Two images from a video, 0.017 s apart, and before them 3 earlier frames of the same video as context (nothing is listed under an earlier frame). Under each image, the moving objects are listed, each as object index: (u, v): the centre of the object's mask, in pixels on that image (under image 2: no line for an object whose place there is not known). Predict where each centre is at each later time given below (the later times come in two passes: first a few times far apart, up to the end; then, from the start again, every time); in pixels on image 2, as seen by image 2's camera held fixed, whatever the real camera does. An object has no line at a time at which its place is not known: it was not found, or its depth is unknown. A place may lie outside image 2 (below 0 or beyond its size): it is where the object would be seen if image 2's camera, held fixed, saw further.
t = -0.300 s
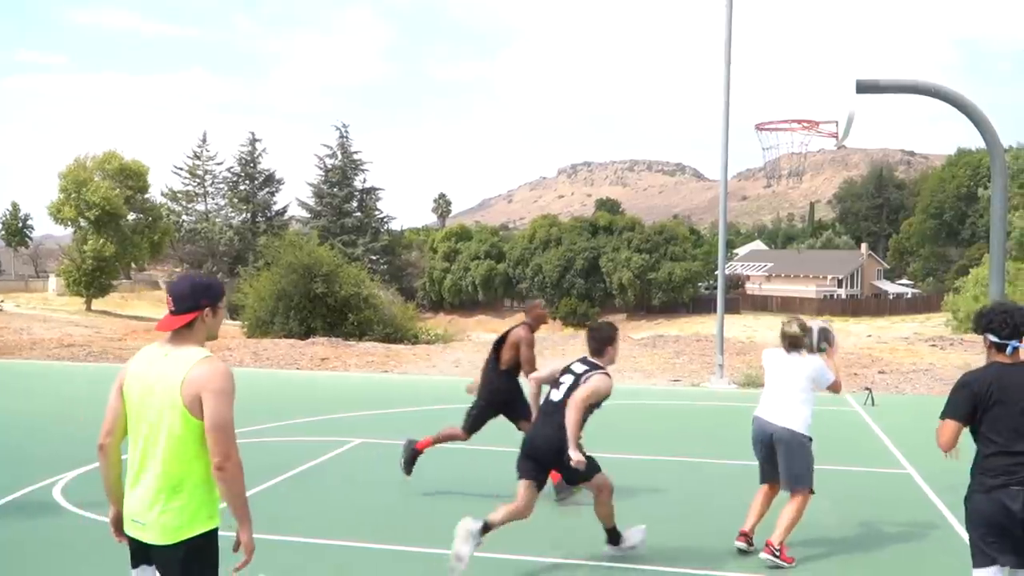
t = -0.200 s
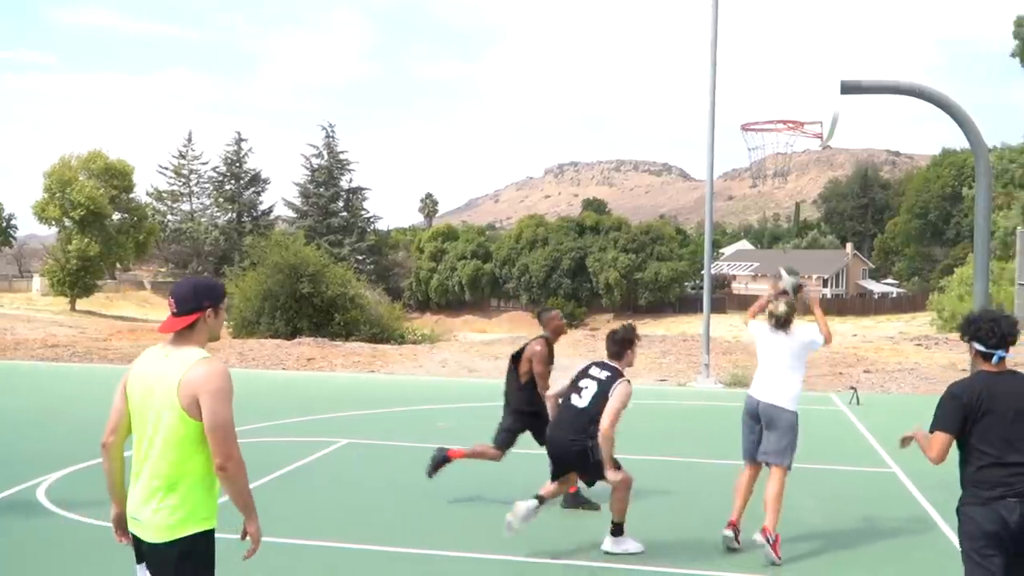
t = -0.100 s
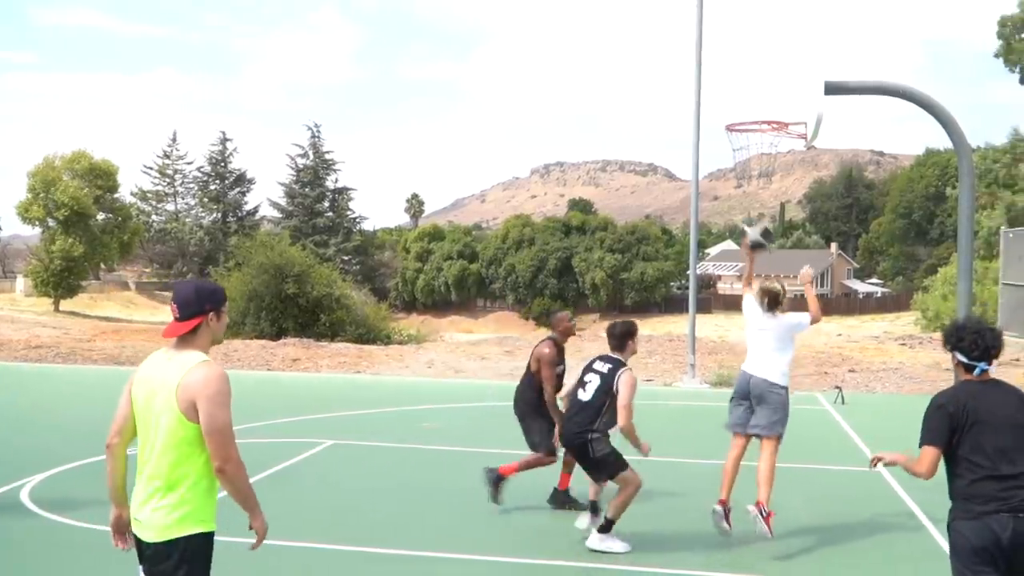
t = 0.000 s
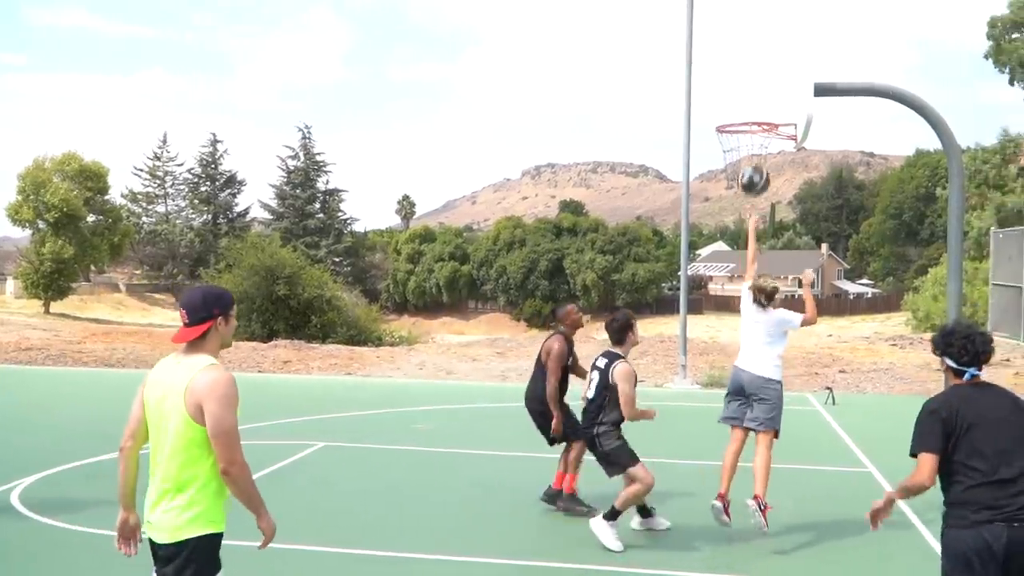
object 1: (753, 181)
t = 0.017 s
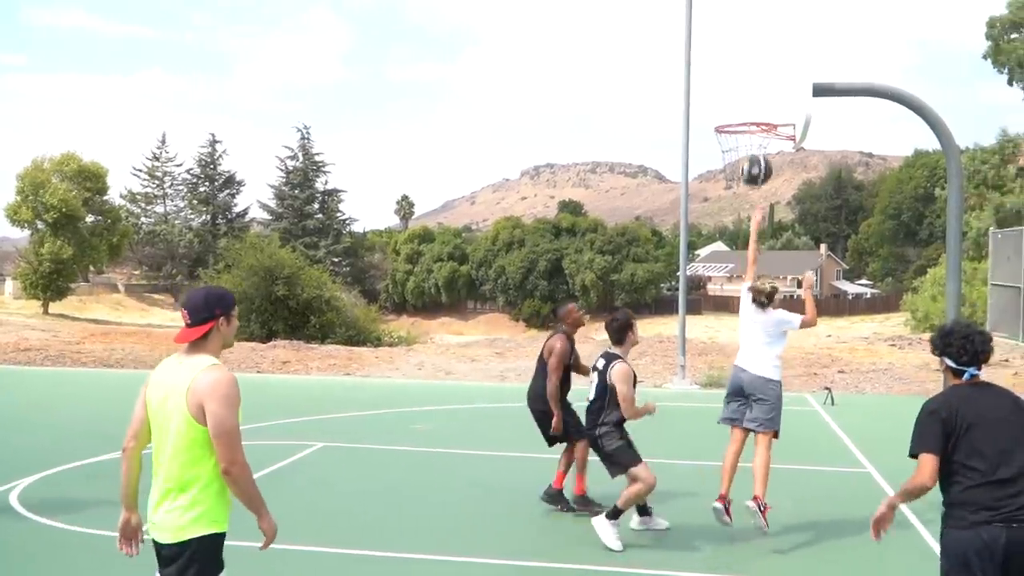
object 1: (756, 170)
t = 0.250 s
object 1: (768, 99)
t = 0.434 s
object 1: (738, 124)
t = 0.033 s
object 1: (758, 163)
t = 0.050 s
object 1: (762, 154)
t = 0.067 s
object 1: (765, 145)
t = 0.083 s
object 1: (768, 137)
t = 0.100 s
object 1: (770, 130)
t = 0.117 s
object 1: (773, 121)
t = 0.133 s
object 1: (777, 115)
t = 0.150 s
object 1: (780, 109)
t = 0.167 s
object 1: (782, 102)
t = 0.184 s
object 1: (781, 100)
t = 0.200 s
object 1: (778, 99)
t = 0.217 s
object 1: (775, 99)
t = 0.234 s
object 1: (771, 99)
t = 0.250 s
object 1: (768, 99)
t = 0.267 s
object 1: (766, 100)
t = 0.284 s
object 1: (763, 101)
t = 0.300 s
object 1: (759, 103)
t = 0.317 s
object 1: (756, 105)
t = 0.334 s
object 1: (753, 106)
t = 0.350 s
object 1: (751, 108)
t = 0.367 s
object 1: (748, 110)
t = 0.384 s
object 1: (745, 112)
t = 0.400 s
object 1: (743, 117)
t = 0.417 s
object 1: (741, 121)
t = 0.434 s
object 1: (738, 124)
